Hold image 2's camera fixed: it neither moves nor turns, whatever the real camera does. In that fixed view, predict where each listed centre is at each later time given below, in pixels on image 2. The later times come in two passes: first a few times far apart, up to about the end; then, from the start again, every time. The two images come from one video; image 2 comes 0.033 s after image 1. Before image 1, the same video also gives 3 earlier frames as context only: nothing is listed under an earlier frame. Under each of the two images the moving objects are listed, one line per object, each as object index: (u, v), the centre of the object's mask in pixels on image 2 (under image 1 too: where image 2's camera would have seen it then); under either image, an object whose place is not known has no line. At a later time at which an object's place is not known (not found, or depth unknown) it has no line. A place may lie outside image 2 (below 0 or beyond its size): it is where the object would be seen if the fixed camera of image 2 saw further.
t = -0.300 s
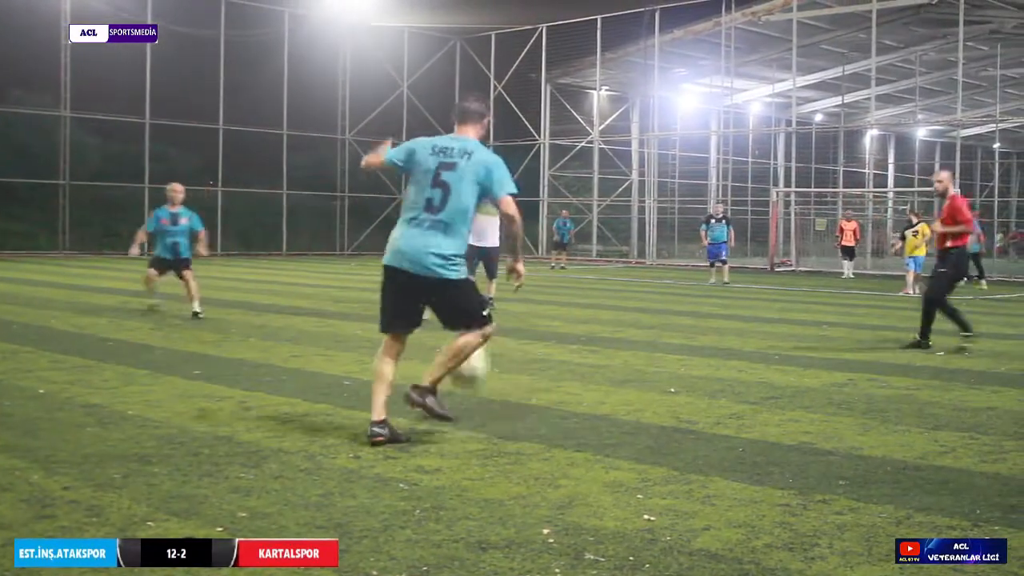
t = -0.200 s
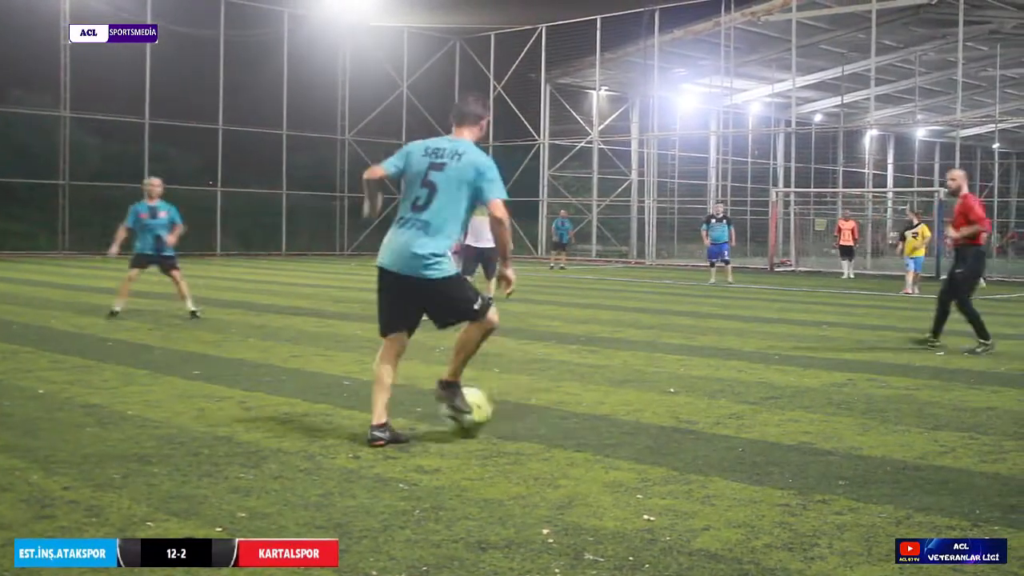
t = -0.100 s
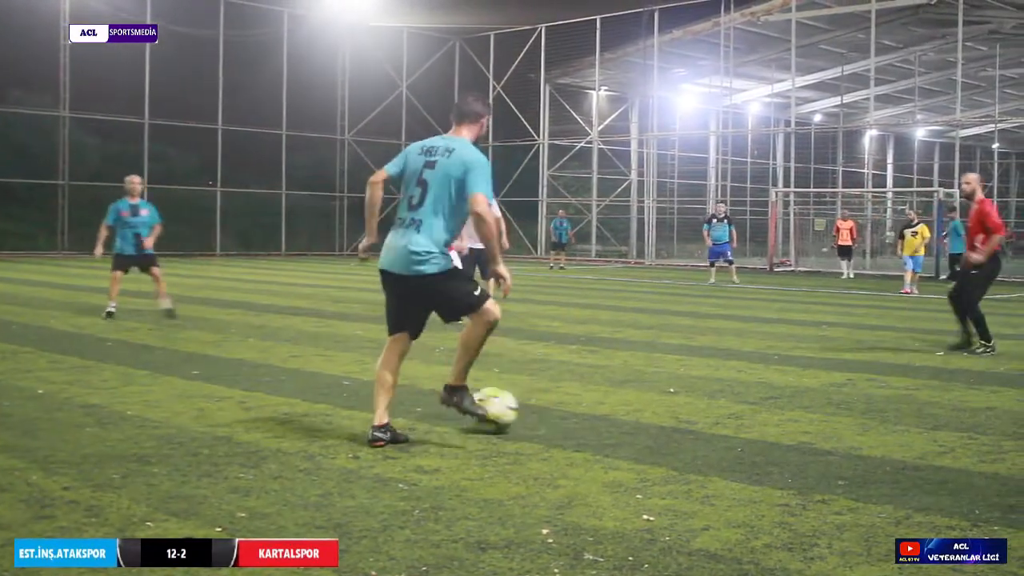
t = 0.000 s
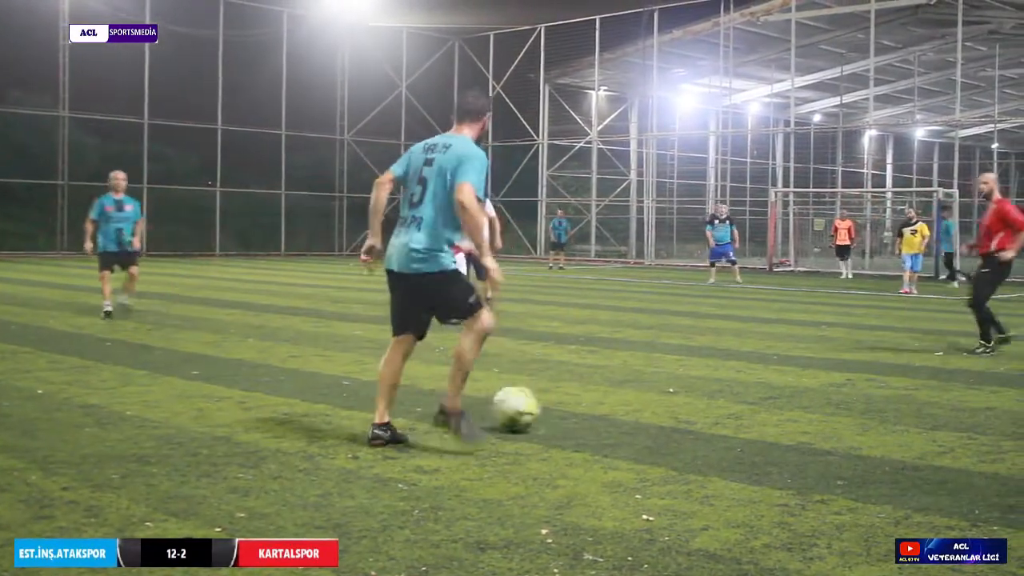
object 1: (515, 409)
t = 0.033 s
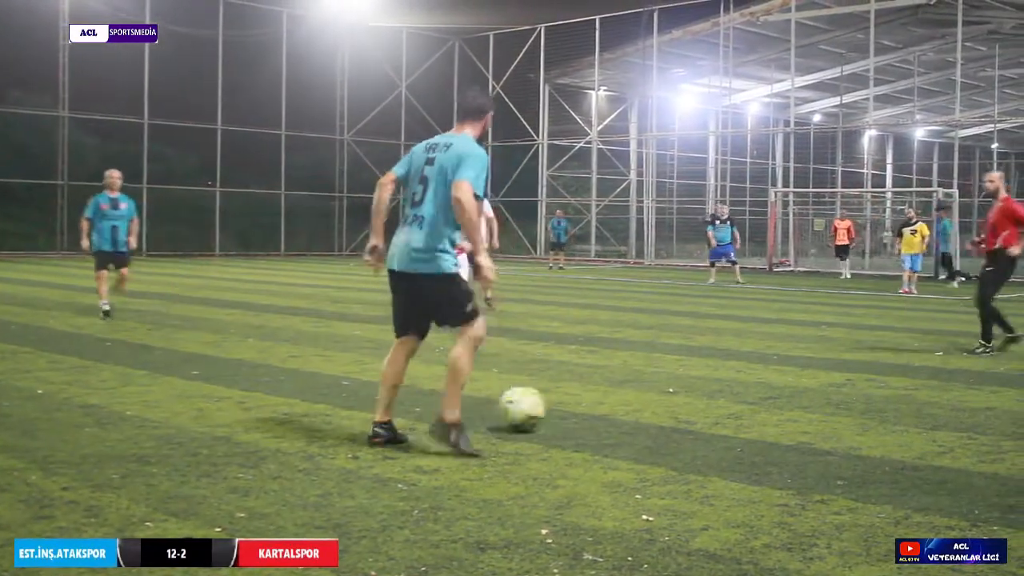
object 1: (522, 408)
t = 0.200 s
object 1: (551, 409)
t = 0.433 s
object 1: (593, 409)
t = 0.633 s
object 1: (624, 410)
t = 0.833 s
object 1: (652, 411)
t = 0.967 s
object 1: (669, 412)
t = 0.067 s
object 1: (528, 409)
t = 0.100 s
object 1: (535, 408)
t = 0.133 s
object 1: (540, 409)
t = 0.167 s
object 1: (546, 408)
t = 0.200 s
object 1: (551, 409)
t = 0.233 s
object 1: (558, 408)
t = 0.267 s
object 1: (565, 408)
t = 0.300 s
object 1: (570, 410)
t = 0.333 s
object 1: (575, 410)
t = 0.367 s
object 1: (580, 410)
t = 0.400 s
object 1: (587, 410)
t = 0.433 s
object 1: (593, 409)
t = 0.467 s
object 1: (598, 409)
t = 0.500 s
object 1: (605, 409)
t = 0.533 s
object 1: (609, 409)
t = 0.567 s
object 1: (615, 408)
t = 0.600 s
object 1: (619, 409)
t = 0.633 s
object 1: (624, 410)
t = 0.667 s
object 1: (629, 410)
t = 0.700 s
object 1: (634, 409)
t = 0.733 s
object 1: (638, 410)
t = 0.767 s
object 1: (643, 411)
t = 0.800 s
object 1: (648, 411)
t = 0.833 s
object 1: (652, 411)
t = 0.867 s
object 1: (657, 410)
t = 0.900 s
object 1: (662, 411)
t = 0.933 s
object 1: (665, 411)
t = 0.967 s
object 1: (669, 412)
